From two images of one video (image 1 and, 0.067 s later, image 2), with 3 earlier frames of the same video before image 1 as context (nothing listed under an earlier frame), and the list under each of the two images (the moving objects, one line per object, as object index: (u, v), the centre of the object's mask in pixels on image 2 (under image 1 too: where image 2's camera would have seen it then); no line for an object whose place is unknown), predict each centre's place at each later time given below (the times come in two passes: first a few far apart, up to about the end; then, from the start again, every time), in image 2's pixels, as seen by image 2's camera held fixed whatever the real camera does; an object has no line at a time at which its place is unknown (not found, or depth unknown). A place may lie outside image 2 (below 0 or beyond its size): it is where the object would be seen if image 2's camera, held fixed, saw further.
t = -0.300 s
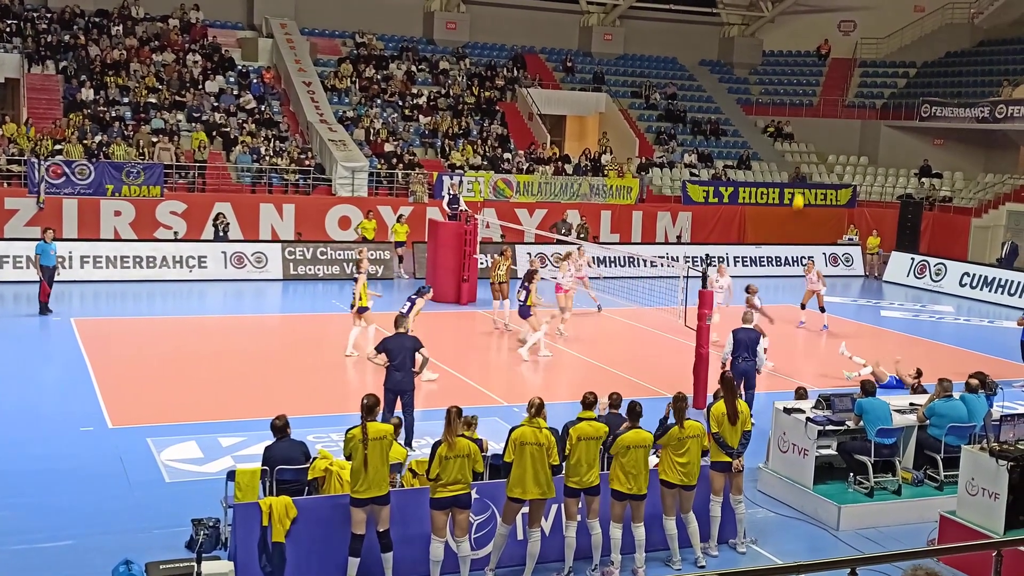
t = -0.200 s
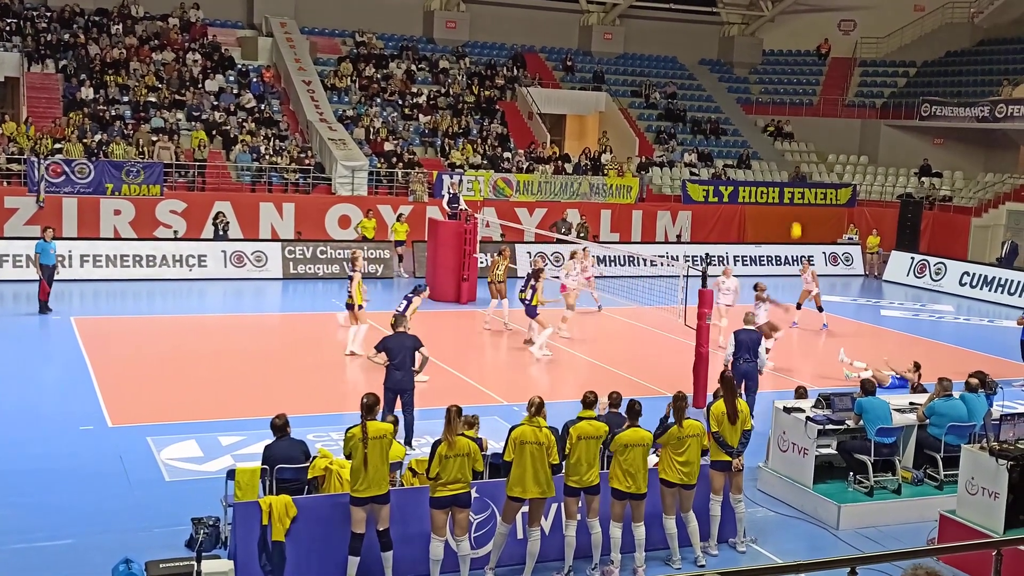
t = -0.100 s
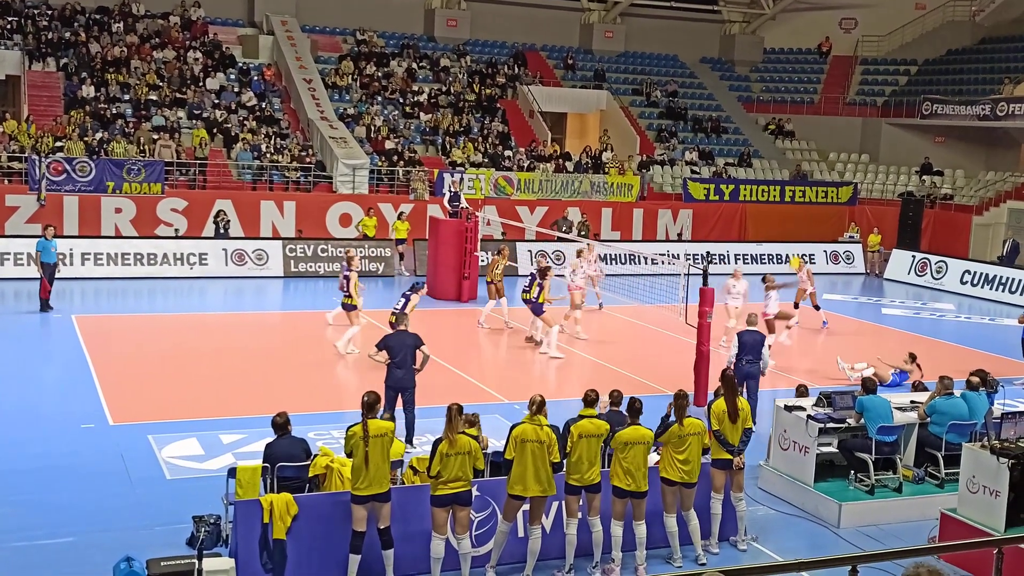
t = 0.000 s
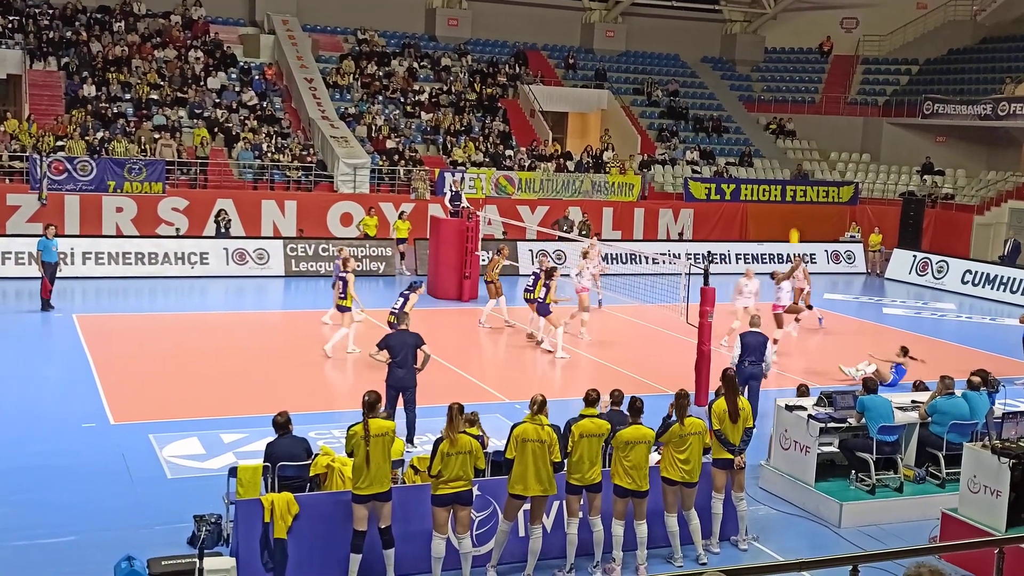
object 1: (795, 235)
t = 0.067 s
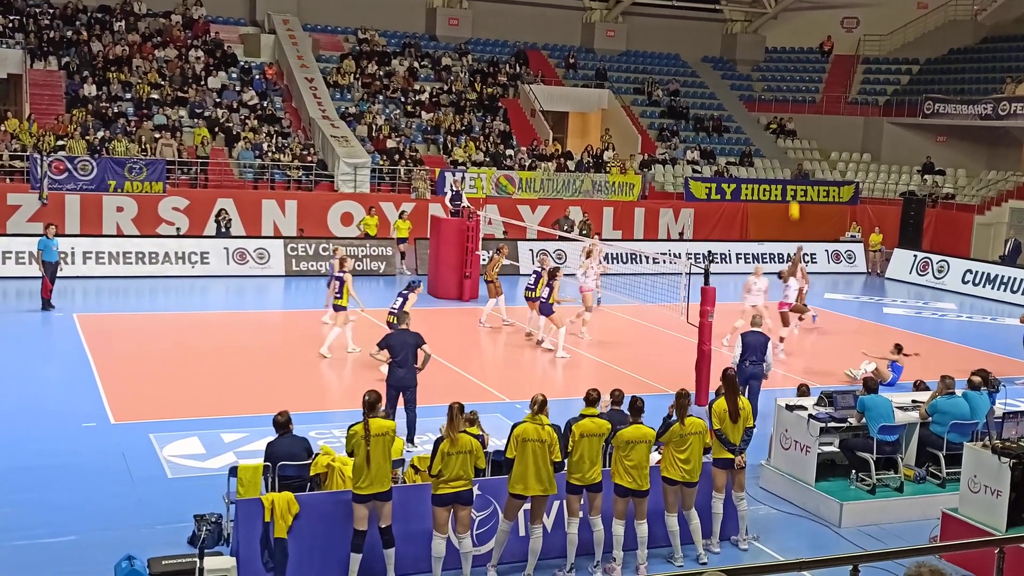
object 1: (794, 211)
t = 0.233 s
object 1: (791, 152)
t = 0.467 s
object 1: (785, 96)
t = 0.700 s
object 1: (775, 70)
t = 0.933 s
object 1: (765, 71)
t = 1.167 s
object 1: (753, 98)
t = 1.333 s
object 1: (744, 131)
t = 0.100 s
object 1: (794, 197)
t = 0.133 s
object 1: (793, 183)
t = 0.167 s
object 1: (793, 173)
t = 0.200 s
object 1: (792, 161)
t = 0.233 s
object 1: (791, 152)
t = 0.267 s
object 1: (791, 141)
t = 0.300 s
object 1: (790, 132)
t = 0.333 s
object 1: (789, 124)
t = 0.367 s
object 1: (788, 116)
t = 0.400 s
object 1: (787, 108)
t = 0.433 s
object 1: (786, 102)
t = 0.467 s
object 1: (785, 96)
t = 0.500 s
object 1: (783, 91)
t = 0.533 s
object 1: (782, 86)
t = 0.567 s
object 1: (781, 82)
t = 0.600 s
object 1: (780, 78)
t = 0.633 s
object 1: (778, 75)
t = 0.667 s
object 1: (777, 72)
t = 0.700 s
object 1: (775, 70)
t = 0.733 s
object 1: (774, 69)
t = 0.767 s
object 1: (773, 68)
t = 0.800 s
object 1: (771, 67)
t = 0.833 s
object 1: (770, 68)
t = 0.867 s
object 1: (768, 68)
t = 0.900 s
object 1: (766, 69)
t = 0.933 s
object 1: (765, 71)
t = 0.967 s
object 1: (763, 74)
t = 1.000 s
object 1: (761, 77)
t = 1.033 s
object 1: (759, 80)
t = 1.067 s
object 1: (758, 84)
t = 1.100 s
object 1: (756, 88)
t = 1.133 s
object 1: (754, 93)
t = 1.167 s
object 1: (753, 98)
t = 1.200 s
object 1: (751, 104)
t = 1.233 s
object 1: (749, 110)
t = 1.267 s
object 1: (747, 116)
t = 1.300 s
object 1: (746, 123)
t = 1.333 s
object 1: (744, 131)
